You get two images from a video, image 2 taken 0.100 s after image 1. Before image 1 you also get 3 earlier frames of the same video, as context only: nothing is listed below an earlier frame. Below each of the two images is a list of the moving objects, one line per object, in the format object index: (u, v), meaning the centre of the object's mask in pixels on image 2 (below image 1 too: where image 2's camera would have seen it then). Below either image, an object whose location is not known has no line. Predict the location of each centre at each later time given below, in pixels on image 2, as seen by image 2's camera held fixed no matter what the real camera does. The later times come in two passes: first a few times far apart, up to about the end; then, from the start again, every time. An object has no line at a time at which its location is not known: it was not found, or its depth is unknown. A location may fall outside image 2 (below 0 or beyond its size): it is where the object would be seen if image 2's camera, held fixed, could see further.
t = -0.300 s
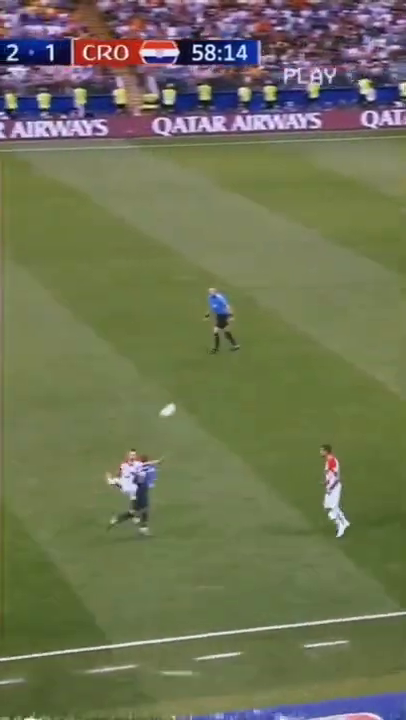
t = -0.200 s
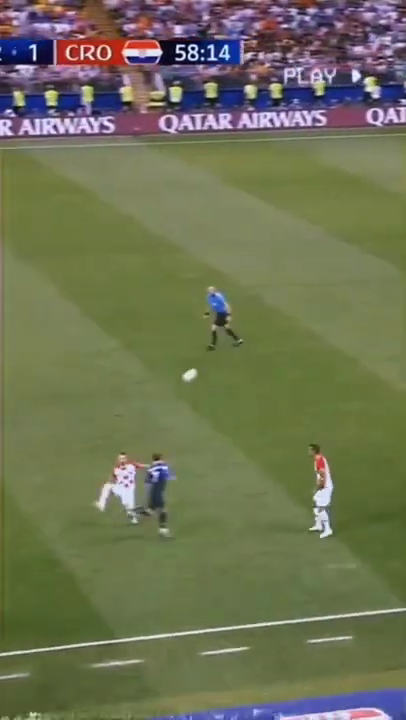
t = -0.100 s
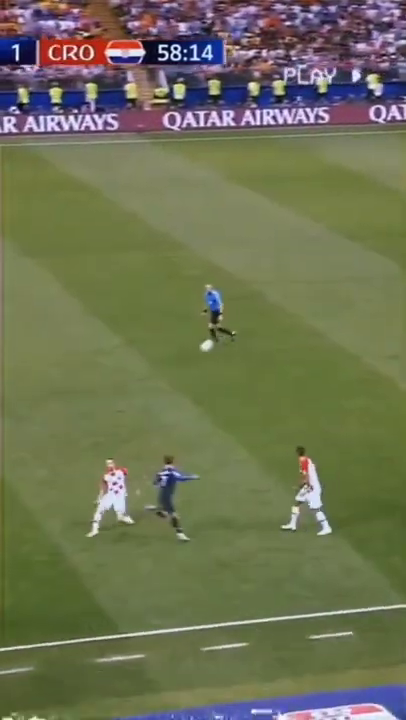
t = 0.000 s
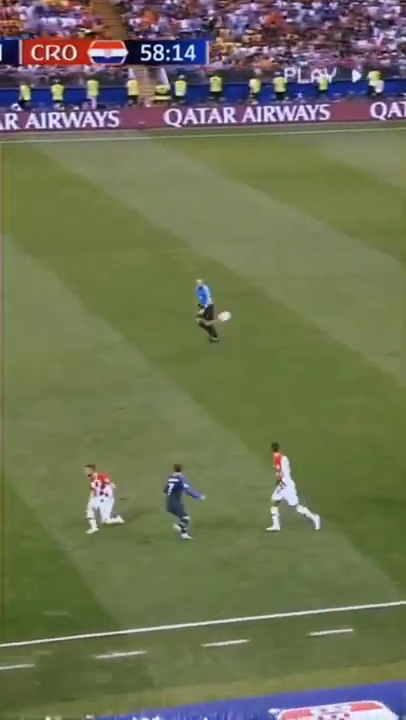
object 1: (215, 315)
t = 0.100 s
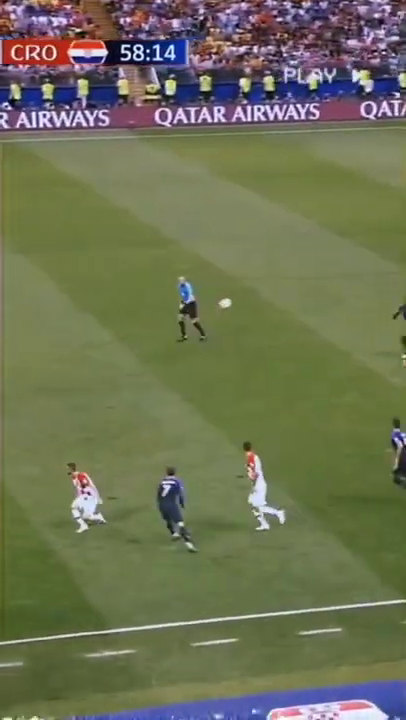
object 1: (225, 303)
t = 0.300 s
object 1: (243, 292)
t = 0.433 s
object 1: (252, 295)
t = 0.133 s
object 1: (225, 303)
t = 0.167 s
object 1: (230, 298)
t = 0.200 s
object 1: (234, 295)
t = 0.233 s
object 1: (236, 294)
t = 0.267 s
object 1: (239, 293)
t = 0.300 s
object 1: (243, 292)
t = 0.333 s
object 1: (244, 292)
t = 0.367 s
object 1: (247, 293)
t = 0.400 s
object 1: (251, 294)
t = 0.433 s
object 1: (252, 295)
